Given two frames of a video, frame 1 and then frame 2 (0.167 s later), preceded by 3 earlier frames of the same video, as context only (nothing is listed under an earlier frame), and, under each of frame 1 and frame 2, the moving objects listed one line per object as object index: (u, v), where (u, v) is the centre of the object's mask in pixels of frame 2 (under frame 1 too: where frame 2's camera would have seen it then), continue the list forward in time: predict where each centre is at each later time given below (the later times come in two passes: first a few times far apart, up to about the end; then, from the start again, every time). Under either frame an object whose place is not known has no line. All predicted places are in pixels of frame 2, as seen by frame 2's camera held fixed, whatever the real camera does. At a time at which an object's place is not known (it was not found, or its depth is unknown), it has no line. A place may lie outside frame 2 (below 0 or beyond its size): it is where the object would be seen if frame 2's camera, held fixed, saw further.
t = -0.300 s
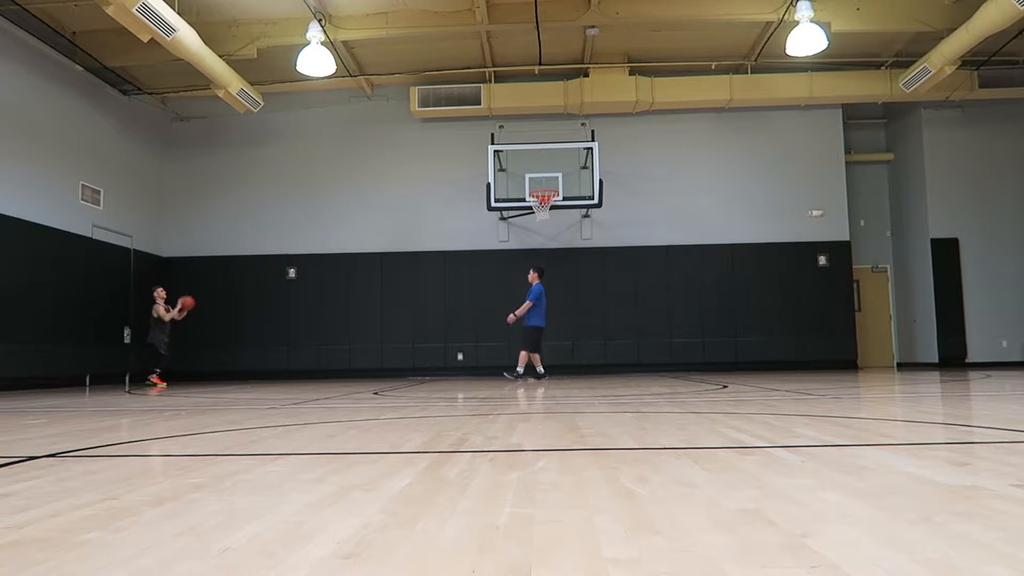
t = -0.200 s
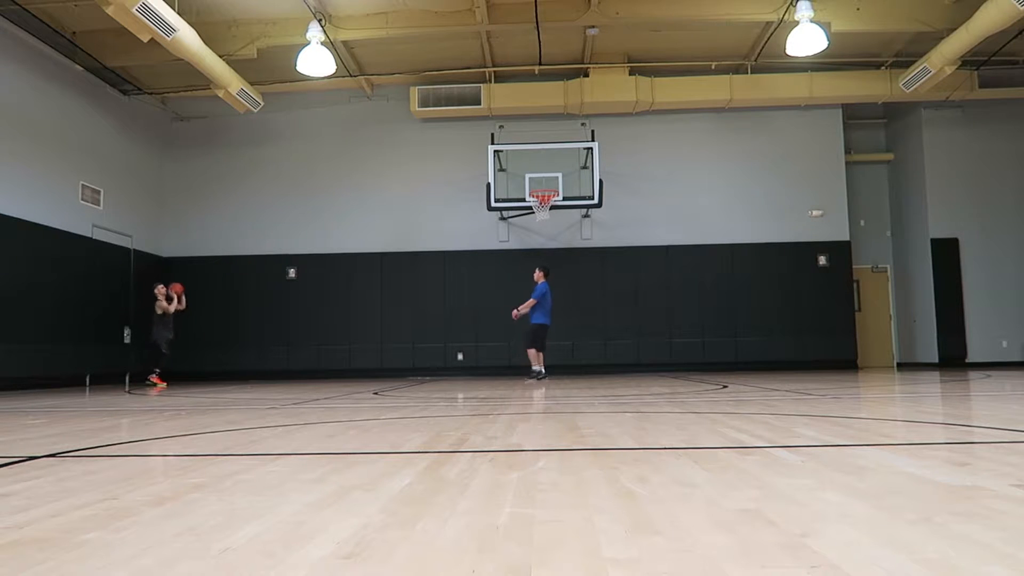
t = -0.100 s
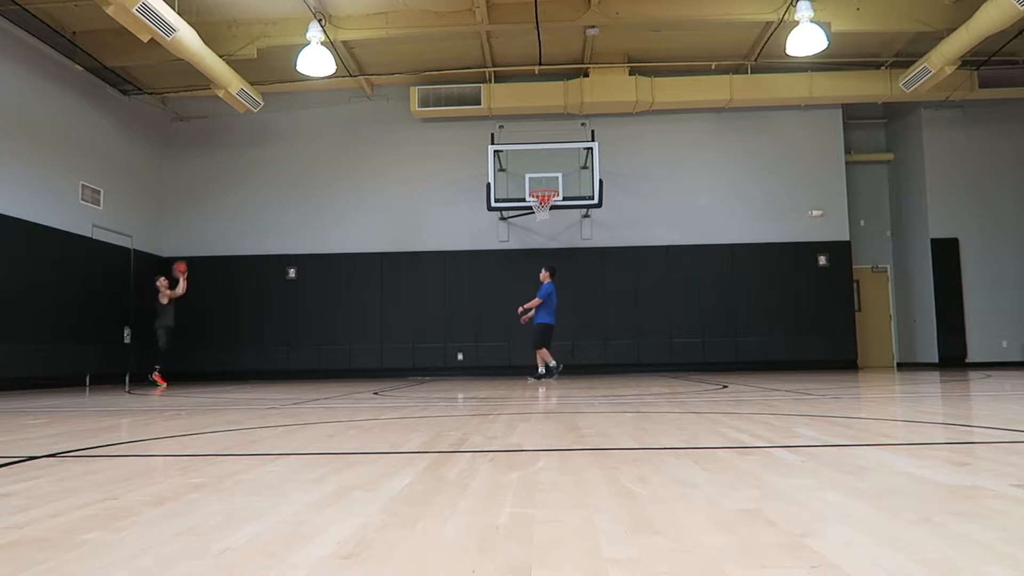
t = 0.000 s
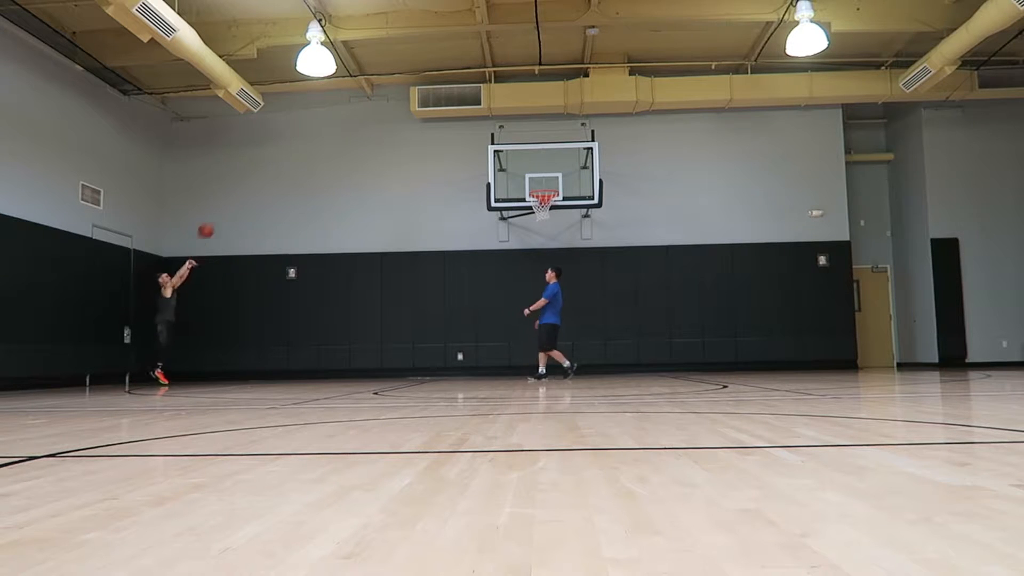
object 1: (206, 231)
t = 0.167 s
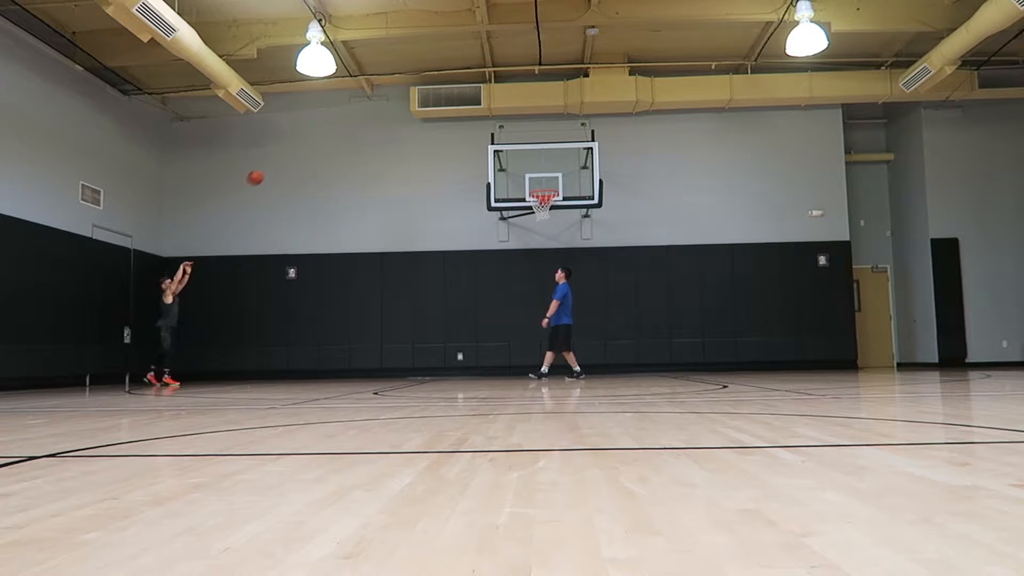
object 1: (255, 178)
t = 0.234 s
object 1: (274, 161)
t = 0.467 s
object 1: (342, 121)
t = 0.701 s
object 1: (409, 113)
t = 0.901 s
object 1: (466, 130)
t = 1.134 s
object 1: (535, 180)
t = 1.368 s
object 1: (571, 170)
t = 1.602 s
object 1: (604, 184)
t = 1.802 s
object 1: (632, 220)
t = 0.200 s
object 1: (264, 169)
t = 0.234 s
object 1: (274, 161)
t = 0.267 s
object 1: (284, 153)
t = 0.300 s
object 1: (294, 146)
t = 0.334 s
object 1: (304, 140)
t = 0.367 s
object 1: (314, 135)
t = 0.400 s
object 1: (323, 130)
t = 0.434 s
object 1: (332, 125)
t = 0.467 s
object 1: (342, 121)
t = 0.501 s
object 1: (352, 118)
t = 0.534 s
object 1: (361, 116)
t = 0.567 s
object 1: (370, 114)
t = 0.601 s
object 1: (380, 113)
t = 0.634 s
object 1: (389, 112)
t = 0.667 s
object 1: (399, 112)
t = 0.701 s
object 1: (409, 113)
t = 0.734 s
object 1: (418, 114)
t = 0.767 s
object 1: (427, 116)
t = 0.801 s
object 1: (437, 118)
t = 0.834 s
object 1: (447, 122)
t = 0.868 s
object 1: (456, 125)
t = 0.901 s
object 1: (466, 130)
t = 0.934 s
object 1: (476, 135)
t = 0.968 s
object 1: (485, 140)
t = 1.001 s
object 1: (496, 147)
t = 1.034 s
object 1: (505, 155)
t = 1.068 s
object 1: (515, 162)
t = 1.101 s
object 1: (526, 170)
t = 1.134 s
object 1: (535, 180)
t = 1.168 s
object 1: (542, 183)
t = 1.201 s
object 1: (547, 180)
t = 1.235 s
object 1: (552, 176)
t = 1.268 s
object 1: (557, 173)
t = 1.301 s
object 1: (561, 171)
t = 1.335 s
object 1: (566, 170)
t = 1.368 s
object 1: (571, 170)
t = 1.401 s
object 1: (575, 170)
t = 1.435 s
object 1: (580, 170)
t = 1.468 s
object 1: (585, 172)
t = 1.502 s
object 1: (589, 174)
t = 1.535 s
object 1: (595, 176)
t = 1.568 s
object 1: (599, 180)
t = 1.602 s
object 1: (604, 184)
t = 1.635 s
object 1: (608, 188)
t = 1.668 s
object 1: (613, 193)
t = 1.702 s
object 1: (618, 199)
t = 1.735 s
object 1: (622, 205)
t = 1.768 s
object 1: (627, 212)
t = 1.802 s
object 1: (632, 220)
